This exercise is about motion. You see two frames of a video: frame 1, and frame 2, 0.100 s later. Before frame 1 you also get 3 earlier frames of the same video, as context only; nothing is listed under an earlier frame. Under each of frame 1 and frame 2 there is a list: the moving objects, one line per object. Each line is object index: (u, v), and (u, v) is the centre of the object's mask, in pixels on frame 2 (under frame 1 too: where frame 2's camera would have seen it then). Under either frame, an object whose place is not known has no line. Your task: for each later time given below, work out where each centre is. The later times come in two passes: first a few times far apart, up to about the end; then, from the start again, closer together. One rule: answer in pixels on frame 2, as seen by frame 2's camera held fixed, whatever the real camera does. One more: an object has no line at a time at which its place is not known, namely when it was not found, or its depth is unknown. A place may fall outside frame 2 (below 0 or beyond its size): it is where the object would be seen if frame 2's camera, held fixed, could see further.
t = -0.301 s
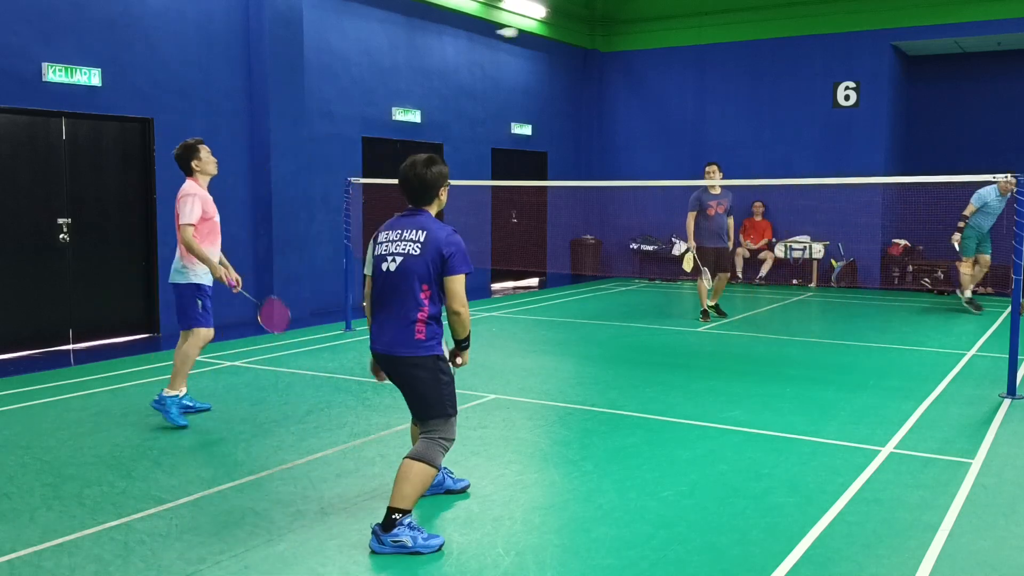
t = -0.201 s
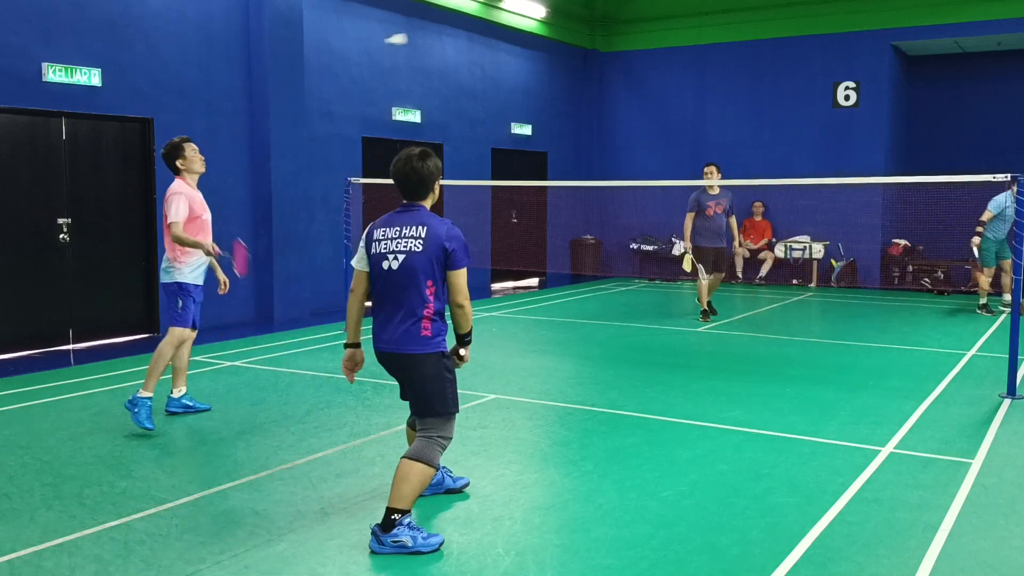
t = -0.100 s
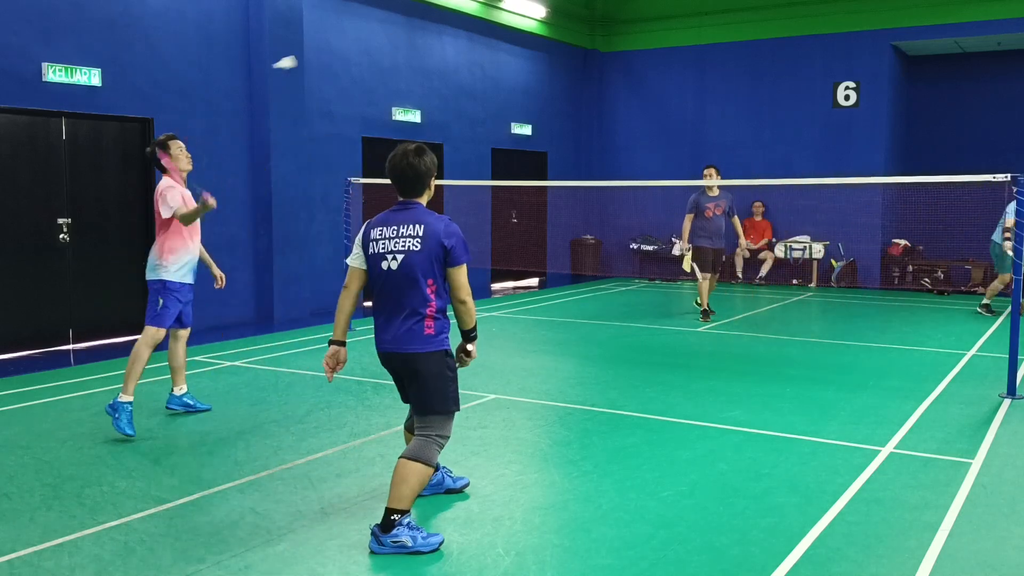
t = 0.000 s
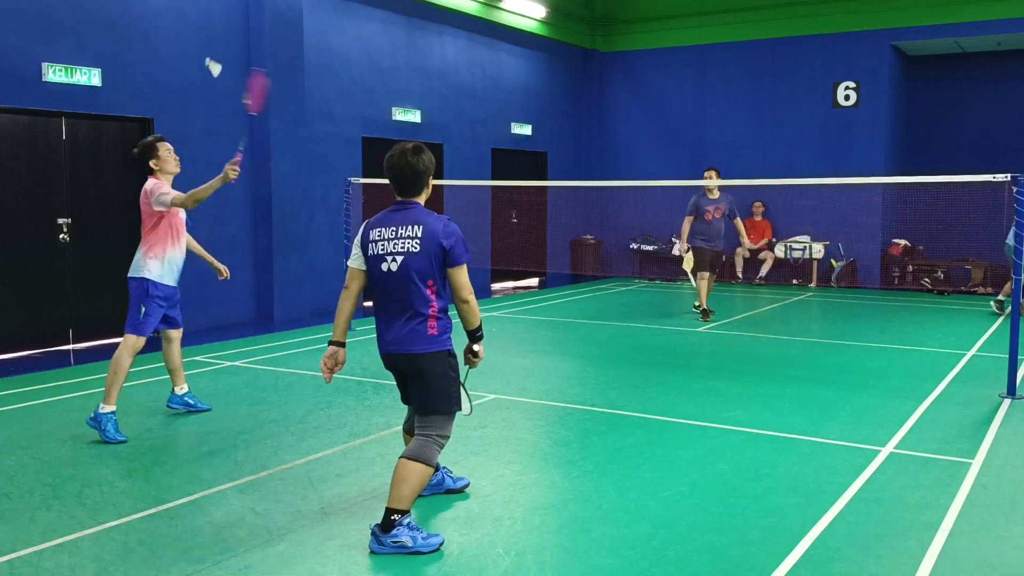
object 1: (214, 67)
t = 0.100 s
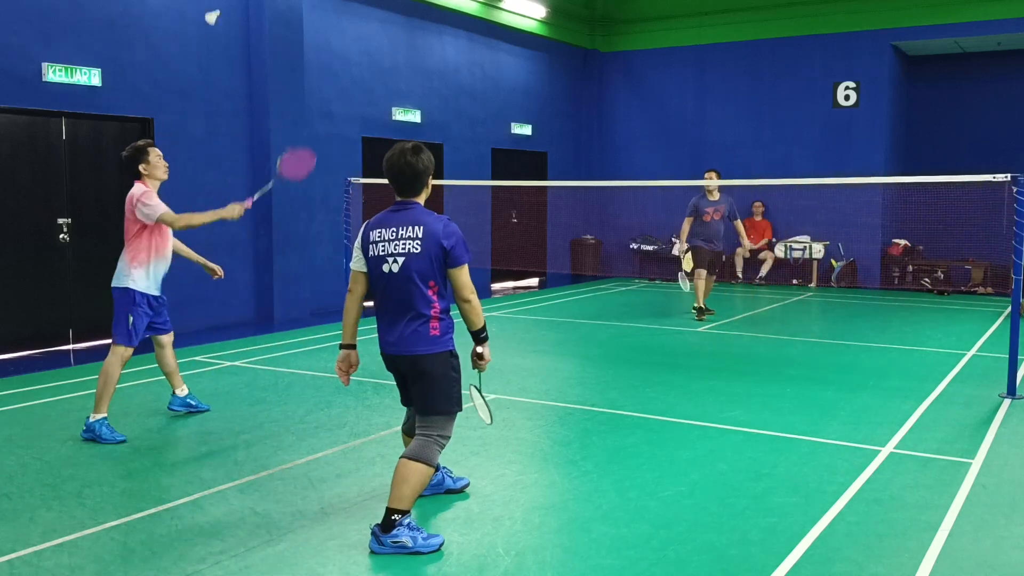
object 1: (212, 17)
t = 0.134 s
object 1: (214, 4)
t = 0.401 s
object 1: (238, 4)
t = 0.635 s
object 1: (247, 67)
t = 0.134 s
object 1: (214, 4)
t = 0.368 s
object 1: (238, 1)
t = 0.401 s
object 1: (238, 4)
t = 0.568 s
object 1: (242, 43)
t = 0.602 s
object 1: (244, 55)
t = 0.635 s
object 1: (247, 67)
